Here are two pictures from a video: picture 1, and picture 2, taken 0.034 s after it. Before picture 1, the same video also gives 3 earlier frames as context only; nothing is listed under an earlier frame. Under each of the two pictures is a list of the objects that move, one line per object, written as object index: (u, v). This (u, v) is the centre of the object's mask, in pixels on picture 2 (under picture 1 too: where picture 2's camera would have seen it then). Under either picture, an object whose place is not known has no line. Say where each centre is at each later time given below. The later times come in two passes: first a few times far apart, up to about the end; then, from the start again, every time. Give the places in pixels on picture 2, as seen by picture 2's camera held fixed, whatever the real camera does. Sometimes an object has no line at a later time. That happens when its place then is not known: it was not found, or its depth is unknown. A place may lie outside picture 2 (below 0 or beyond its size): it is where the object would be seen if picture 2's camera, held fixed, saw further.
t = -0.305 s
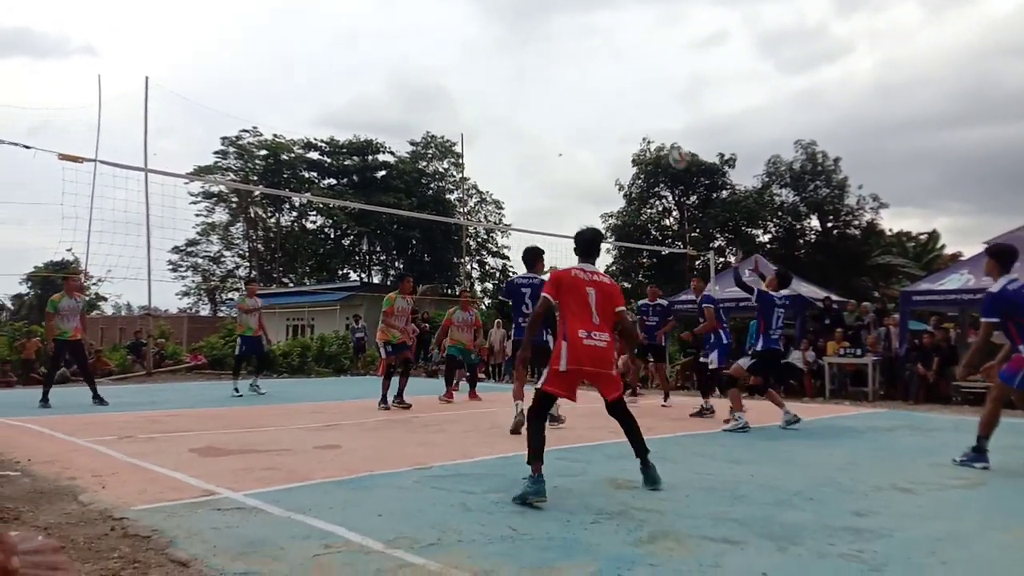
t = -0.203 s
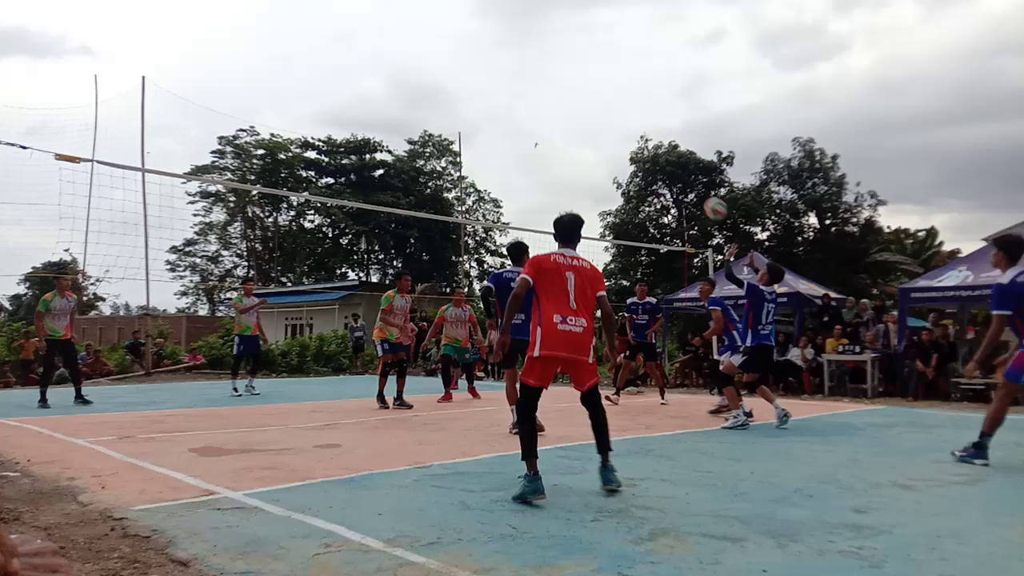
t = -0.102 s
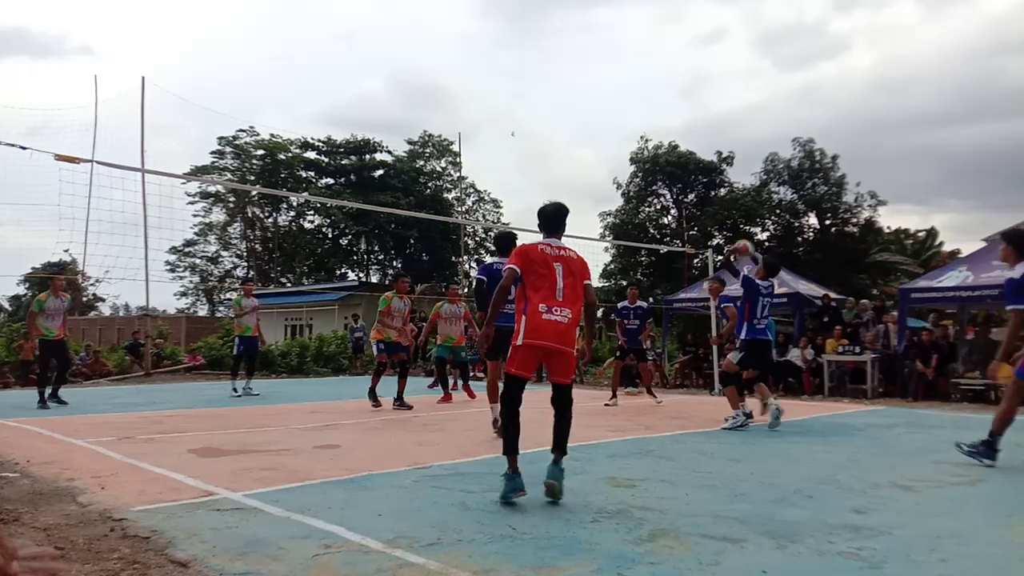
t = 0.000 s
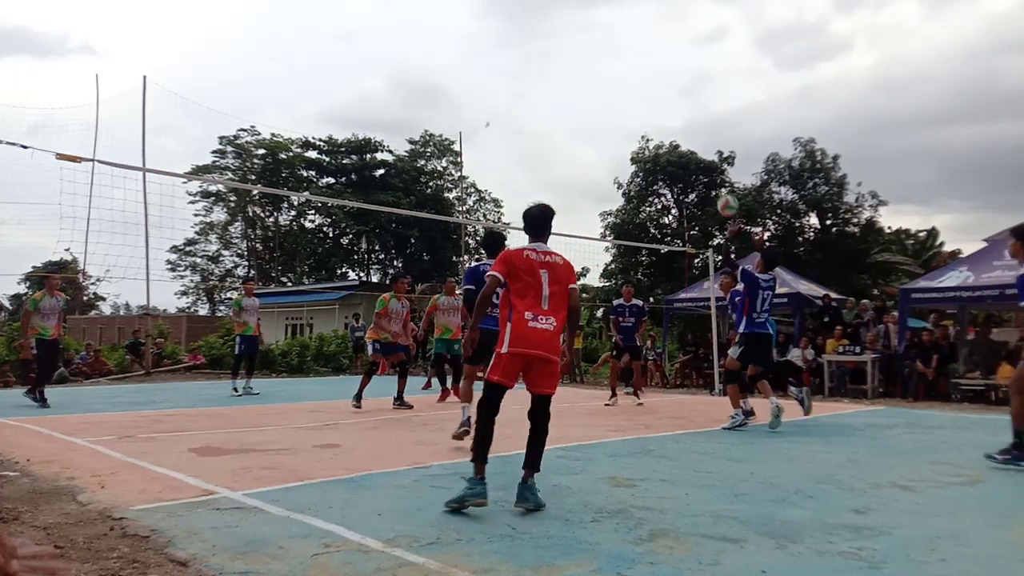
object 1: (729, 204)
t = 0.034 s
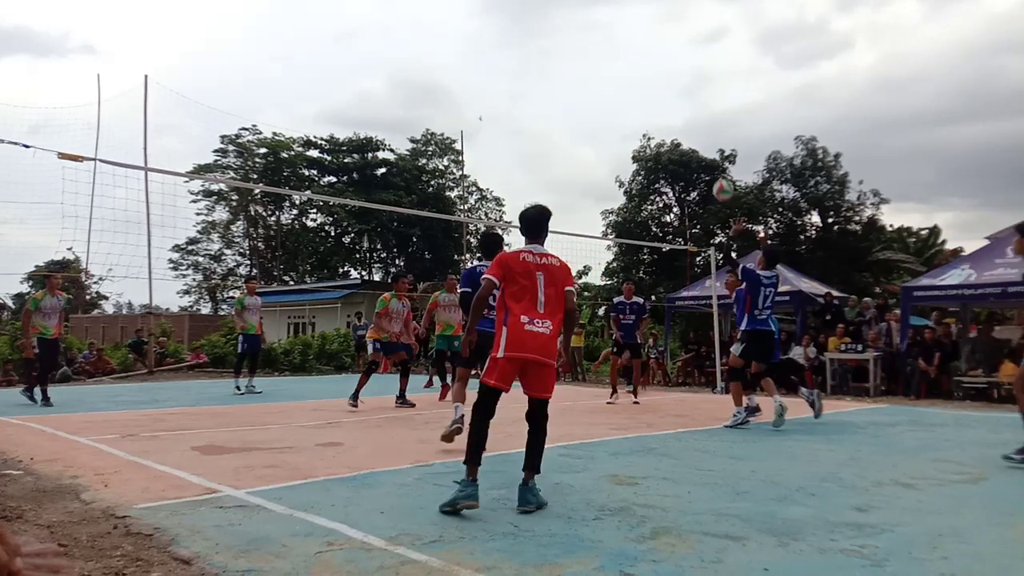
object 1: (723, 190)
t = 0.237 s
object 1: (690, 134)
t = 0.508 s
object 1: (650, 120)
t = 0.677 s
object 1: (628, 140)
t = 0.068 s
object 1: (718, 177)
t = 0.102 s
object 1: (711, 167)
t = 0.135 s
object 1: (705, 157)
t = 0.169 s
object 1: (700, 148)
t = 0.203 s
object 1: (695, 141)
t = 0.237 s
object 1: (690, 134)
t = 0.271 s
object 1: (684, 129)
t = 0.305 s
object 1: (679, 125)
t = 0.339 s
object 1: (674, 122)
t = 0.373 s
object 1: (669, 119)
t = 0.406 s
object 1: (664, 118)
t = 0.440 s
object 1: (659, 118)
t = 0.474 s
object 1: (655, 119)
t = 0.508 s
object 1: (650, 120)
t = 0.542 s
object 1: (646, 122)
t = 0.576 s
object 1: (641, 126)
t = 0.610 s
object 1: (637, 130)
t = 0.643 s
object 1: (632, 135)
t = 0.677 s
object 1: (628, 140)
